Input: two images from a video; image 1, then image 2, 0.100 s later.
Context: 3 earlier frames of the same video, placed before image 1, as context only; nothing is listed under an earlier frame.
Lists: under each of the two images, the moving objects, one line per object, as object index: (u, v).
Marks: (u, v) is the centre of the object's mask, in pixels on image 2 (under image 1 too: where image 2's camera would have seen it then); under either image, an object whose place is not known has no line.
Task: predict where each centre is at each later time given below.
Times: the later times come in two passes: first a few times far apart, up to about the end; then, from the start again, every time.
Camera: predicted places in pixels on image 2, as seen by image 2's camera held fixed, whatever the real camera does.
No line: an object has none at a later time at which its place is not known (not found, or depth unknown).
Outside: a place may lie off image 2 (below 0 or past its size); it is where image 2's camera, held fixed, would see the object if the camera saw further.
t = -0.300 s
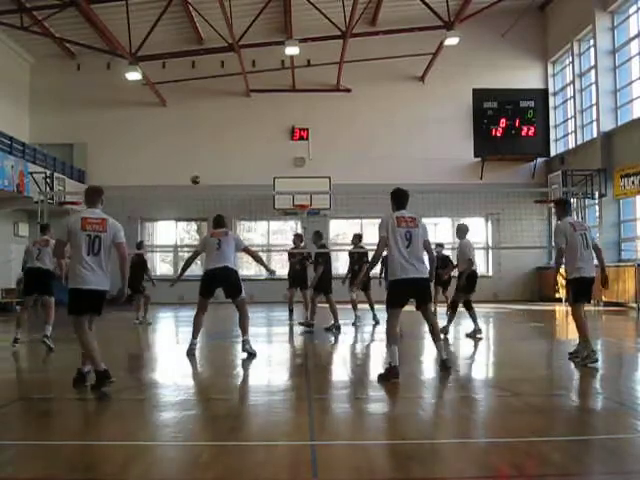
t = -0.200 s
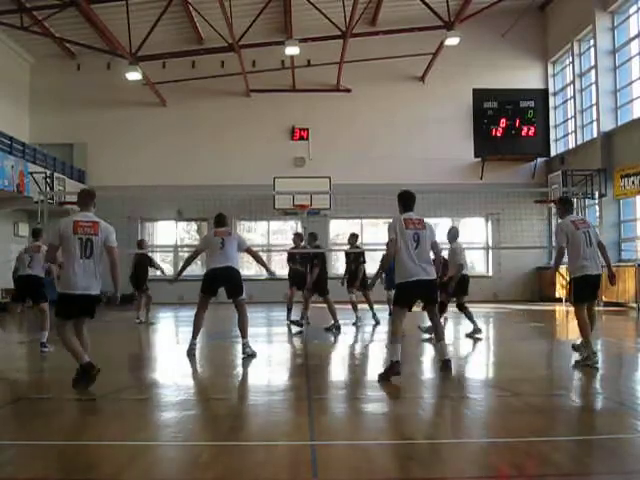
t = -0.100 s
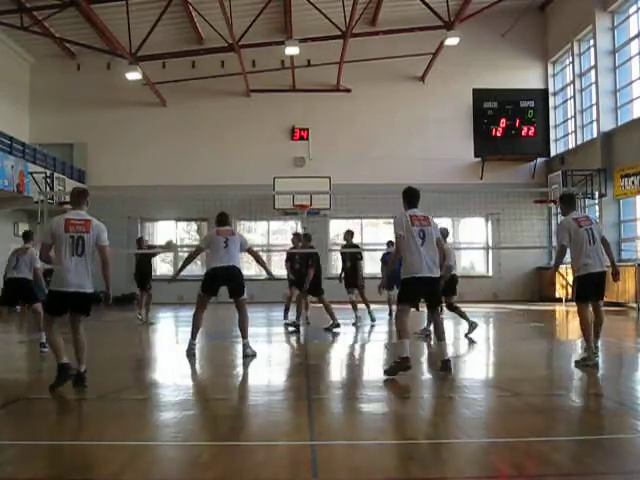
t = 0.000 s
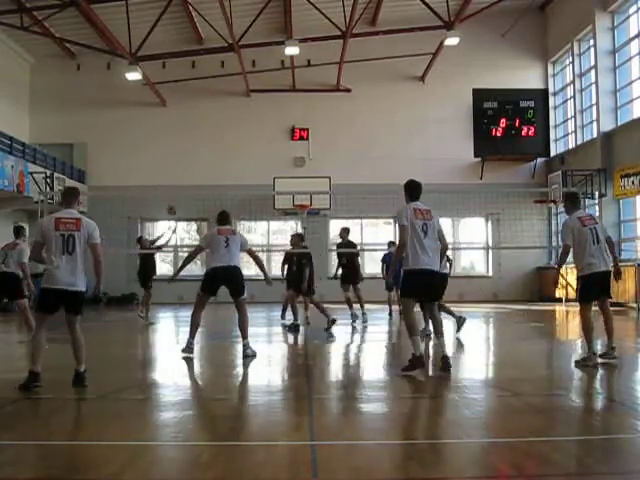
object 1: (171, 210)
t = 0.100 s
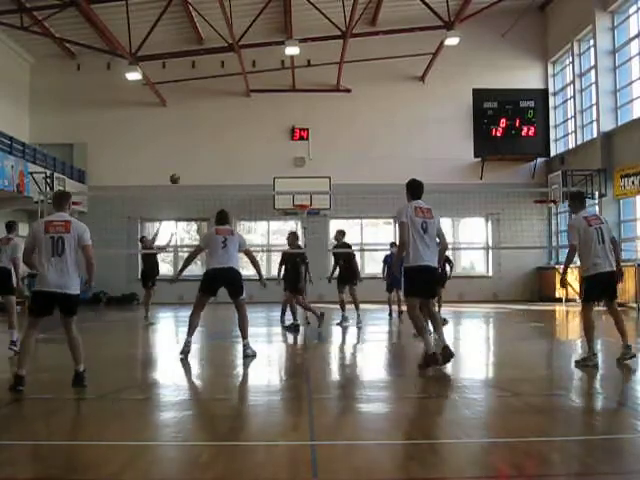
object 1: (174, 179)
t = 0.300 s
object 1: (180, 128)
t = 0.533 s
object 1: (187, 92)
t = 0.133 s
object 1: (175, 169)
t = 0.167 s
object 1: (176, 160)
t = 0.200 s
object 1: (177, 151)
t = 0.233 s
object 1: (178, 143)
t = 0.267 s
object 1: (179, 136)
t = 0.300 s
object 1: (180, 128)
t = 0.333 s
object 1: (181, 121)
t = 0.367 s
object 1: (182, 115)
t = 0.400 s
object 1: (183, 109)
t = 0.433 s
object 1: (184, 104)
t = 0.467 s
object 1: (185, 99)
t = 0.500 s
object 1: (186, 95)
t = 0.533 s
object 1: (187, 92)
